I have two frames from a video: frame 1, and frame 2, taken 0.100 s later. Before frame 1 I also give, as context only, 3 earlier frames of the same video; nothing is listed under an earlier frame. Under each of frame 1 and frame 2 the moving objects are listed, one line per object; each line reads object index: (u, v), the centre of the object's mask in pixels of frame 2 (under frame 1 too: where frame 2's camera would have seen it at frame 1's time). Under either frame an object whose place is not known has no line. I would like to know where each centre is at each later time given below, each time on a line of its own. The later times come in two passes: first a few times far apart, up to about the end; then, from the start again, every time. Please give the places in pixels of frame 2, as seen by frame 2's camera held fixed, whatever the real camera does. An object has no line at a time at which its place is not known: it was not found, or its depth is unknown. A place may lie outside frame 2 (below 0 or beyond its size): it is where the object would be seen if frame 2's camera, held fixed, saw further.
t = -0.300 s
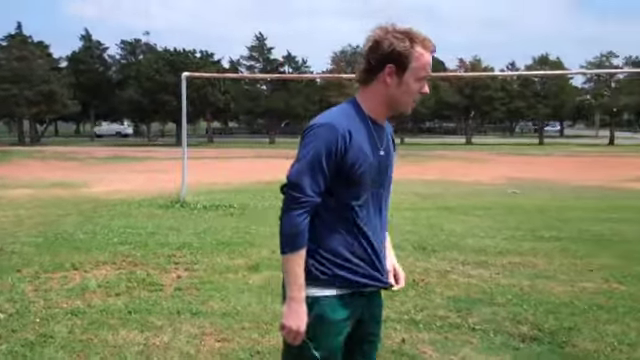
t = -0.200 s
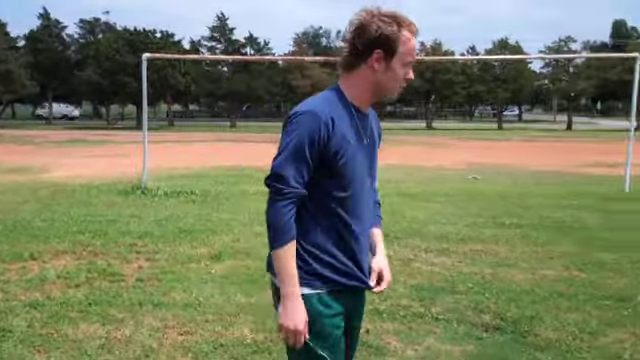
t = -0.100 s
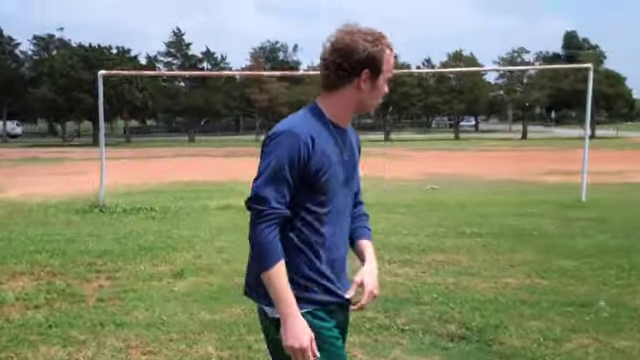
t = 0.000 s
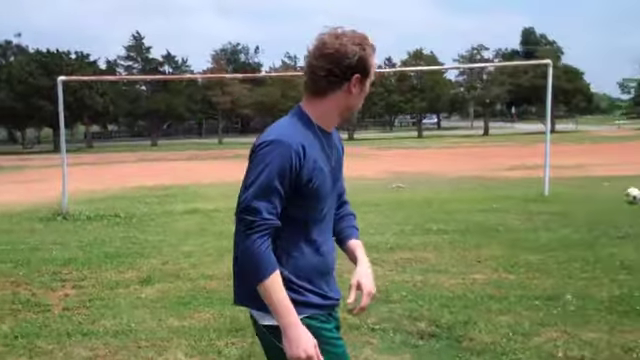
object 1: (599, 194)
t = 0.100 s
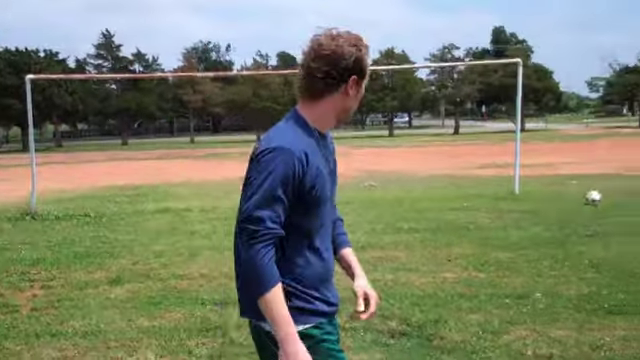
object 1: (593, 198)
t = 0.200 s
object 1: (586, 199)
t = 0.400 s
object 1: (573, 205)
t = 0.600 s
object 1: (559, 211)
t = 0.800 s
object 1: (544, 218)
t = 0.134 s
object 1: (592, 197)
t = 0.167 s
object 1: (588, 198)
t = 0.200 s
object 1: (586, 199)
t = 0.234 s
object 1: (584, 200)
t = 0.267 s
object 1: (582, 202)
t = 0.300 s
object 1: (580, 203)
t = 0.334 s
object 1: (578, 204)
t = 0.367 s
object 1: (575, 204)
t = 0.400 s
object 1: (573, 205)
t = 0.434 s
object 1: (571, 205)
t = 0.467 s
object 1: (568, 207)
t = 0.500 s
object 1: (566, 209)
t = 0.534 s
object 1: (565, 210)
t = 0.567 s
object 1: (562, 210)
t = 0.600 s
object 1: (559, 211)
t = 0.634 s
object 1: (556, 212)
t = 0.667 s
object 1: (554, 211)
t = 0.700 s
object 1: (551, 213)
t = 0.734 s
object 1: (549, 215)
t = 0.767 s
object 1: (546, 217)
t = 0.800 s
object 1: (544, 218)
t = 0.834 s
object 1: (541, 218)
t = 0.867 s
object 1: (538, 218)
